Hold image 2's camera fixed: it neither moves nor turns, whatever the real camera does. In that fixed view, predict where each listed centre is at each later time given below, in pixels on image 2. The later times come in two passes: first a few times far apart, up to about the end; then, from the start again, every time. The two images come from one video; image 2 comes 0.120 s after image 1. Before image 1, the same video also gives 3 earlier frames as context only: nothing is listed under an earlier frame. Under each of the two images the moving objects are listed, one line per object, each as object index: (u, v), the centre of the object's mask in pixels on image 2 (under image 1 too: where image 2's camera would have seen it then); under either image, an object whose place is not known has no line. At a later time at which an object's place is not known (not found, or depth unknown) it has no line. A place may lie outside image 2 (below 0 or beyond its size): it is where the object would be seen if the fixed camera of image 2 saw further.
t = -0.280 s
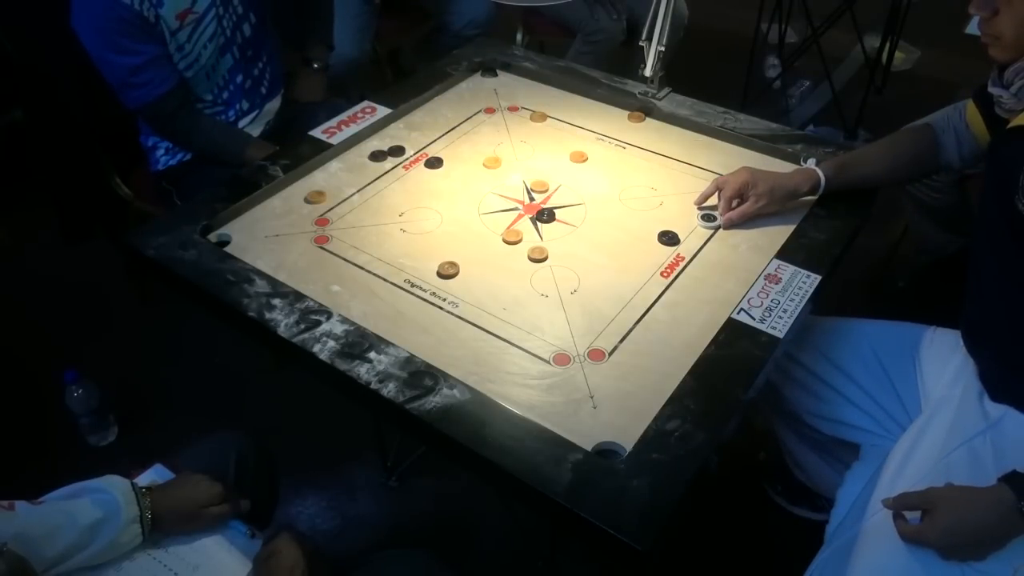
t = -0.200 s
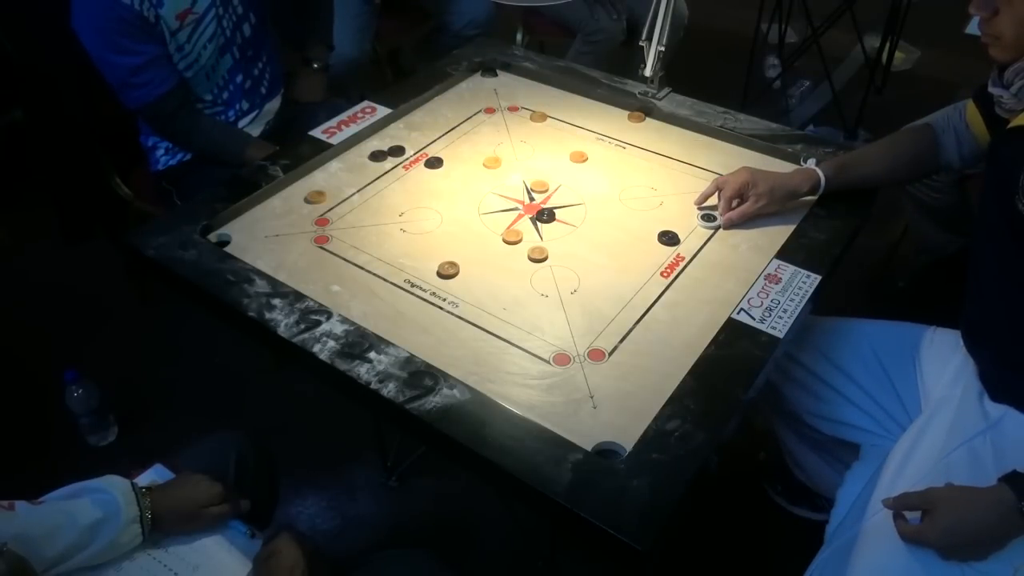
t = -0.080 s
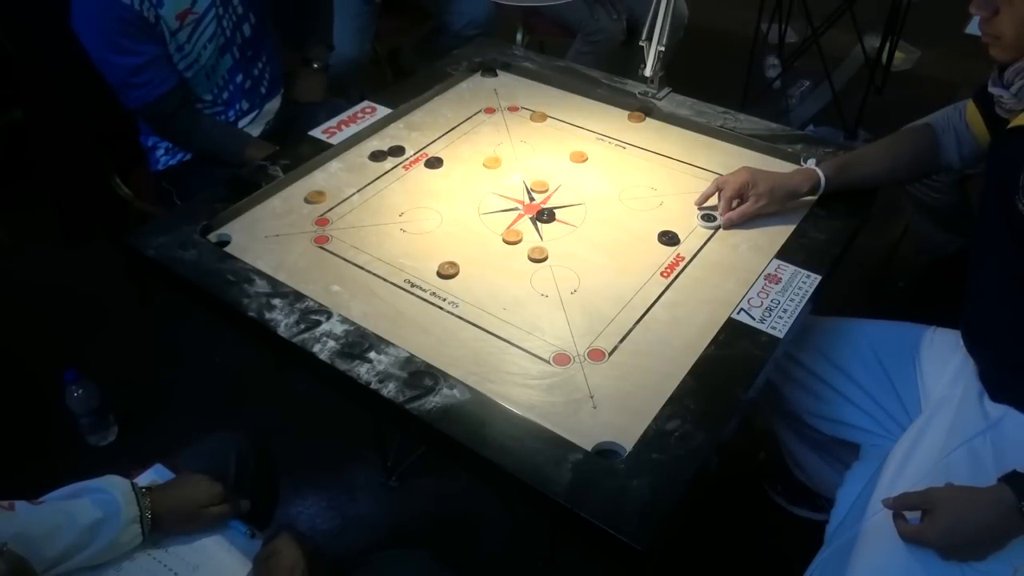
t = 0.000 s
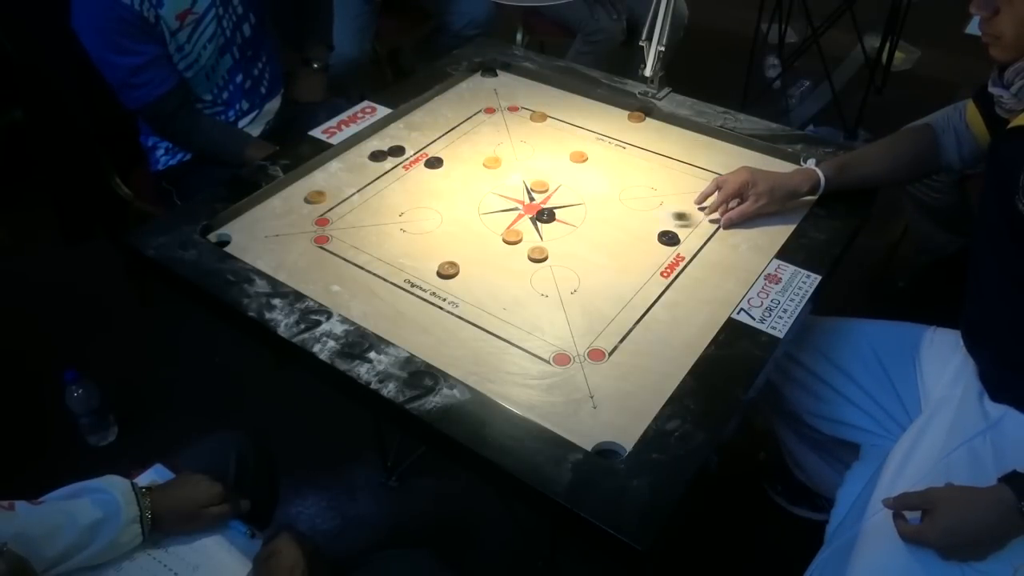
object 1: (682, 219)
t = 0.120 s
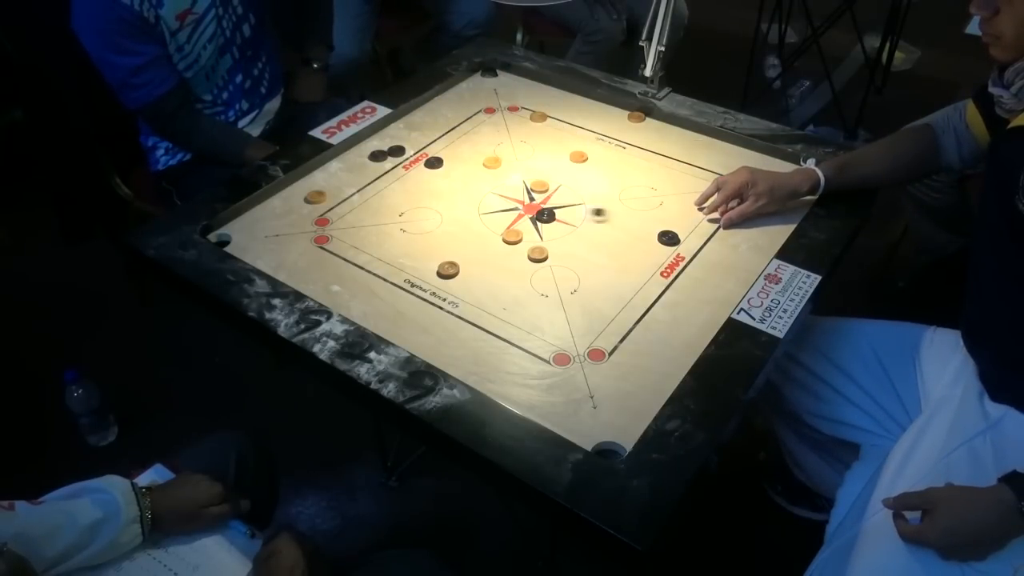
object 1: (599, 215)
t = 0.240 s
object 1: (543, 209)
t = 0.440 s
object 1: (496, 202)
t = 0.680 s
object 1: (467, 198)
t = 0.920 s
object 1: (465, 198)
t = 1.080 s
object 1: (465, 198)
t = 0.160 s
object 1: (572, 213)
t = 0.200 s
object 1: (555, 211)
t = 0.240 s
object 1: (543, 209)
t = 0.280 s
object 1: (534, 207)
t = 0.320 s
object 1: (523, 206)
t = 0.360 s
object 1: (513, 205)
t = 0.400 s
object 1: (503, 203)
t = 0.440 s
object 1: (496, 202)
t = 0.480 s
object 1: (488, 201)
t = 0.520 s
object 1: (482, 200)
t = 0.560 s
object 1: (476, 199)
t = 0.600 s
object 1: (472, 199)
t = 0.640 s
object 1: (469, 198)
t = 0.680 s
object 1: (467, 198)
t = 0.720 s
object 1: (466, 198)
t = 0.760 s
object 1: (465, 198)
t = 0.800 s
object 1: (465, 198)
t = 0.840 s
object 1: (465, 198)
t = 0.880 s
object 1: (465, 198)
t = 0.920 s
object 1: (465, 198)
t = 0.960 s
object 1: (465, 198)
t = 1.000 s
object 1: (465, 198)
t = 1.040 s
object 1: (465, 198)
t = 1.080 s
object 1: (465, 198)
